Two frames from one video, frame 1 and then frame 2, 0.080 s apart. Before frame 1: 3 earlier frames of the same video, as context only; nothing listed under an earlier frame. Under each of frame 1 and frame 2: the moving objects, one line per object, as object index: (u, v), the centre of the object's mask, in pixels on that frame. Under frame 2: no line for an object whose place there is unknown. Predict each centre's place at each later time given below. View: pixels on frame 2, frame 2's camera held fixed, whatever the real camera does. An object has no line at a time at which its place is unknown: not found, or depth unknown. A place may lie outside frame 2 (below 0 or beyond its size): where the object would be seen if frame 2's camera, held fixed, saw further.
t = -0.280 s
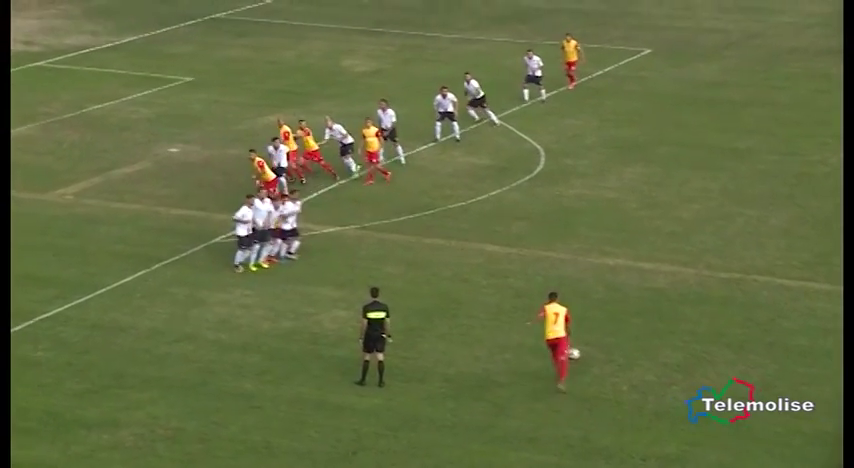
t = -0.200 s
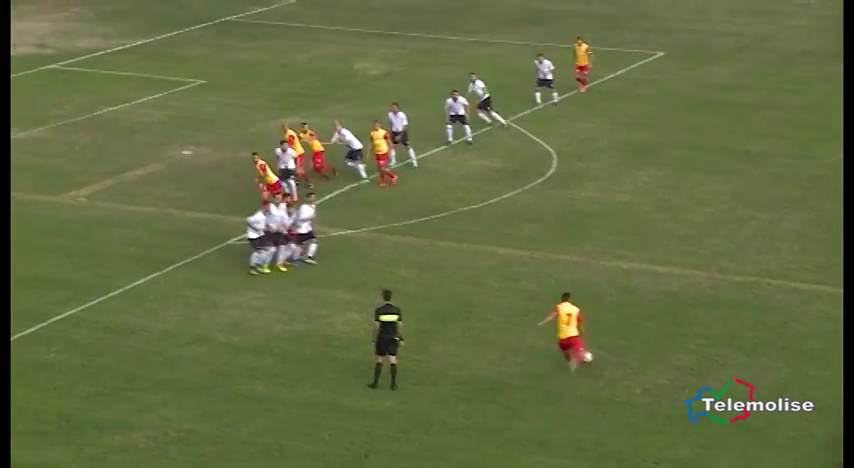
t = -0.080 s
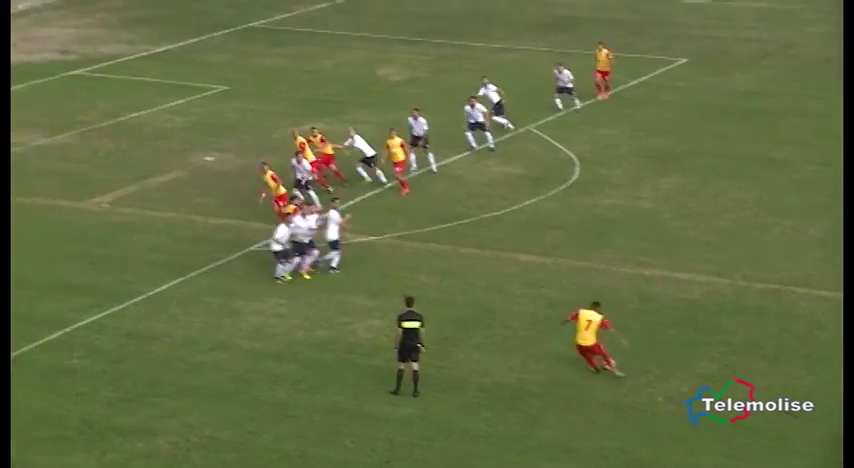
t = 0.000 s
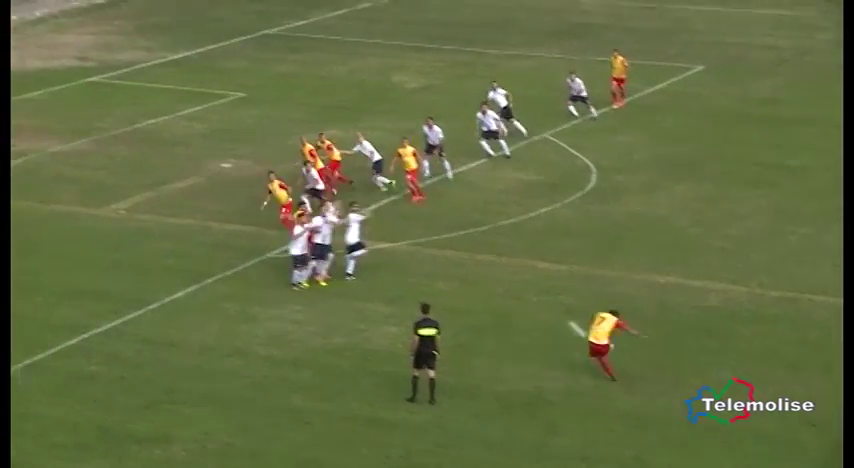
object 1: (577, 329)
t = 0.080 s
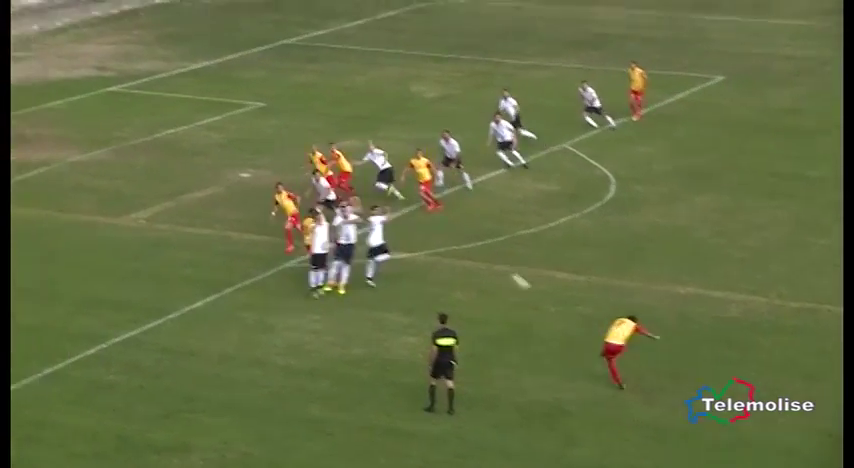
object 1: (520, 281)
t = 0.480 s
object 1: (196, 110)
